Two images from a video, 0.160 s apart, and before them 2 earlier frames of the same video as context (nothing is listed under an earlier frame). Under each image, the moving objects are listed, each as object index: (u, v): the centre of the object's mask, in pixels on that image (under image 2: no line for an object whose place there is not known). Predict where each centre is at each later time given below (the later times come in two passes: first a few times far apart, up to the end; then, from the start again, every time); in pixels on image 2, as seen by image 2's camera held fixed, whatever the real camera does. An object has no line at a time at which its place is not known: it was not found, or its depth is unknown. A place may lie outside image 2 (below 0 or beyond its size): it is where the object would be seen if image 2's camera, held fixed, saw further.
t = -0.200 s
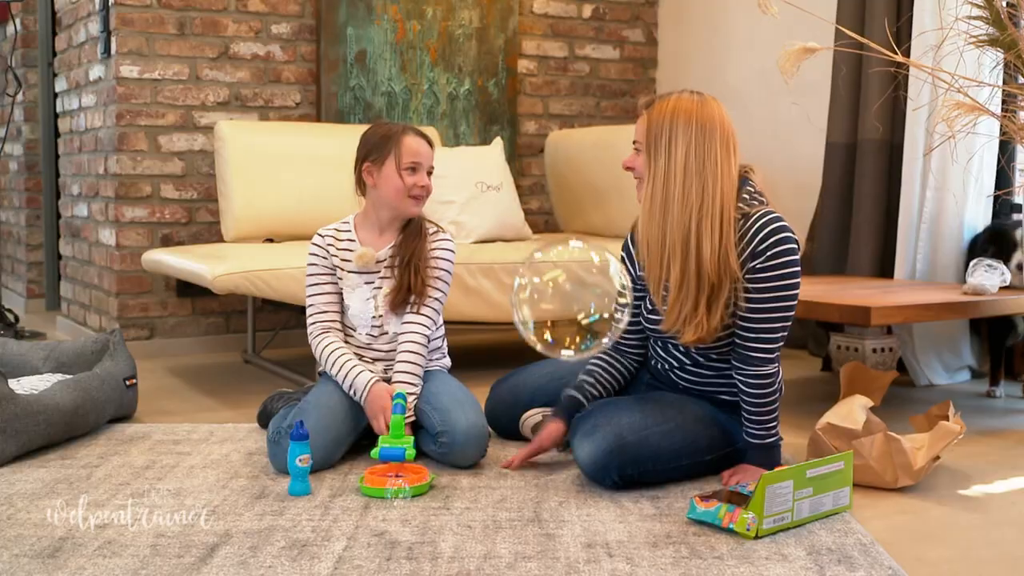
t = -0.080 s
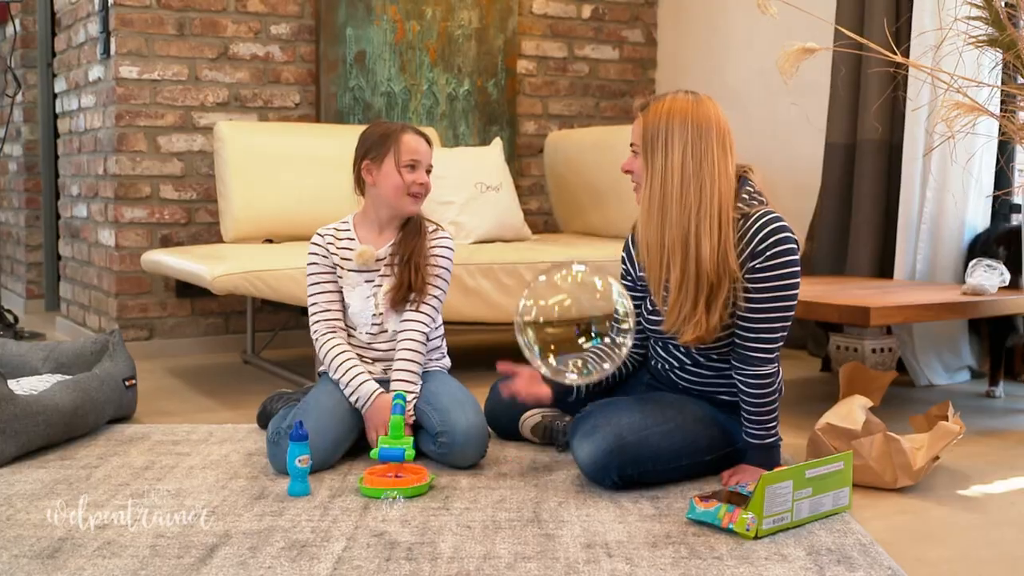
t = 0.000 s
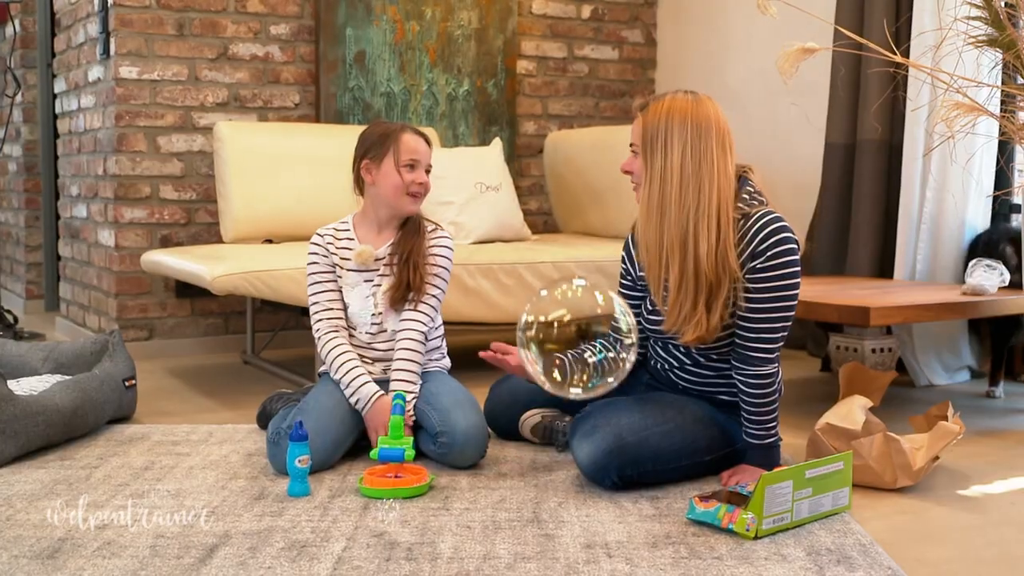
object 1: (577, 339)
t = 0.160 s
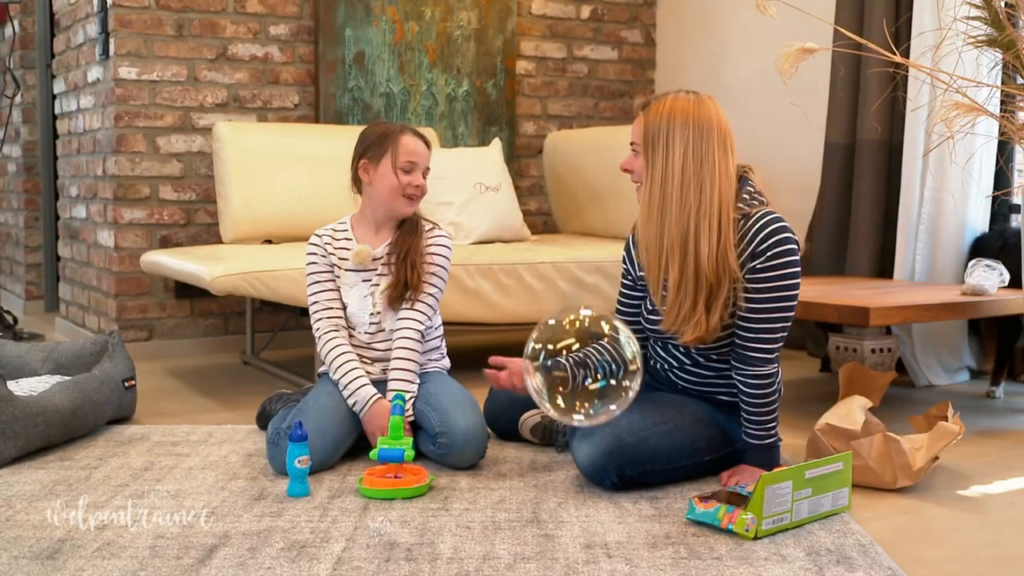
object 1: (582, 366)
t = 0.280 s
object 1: (586, 385)
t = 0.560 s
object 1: (594, 428)
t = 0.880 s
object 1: (597, 470)
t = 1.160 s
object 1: (593, 502)
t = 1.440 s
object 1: (581, 528)
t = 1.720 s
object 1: (562, 544)
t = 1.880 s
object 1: (548, 550)
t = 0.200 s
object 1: (584, 373)
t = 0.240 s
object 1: (585, 379)
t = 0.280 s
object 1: (586, 385)
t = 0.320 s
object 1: (588, 391)
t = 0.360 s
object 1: (589, 398)
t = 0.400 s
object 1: (590, 404)
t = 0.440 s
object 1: (591, 410)
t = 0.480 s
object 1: (592, 416)
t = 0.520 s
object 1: (593, 422)
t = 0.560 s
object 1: (594, 428)
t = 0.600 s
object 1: (595, 434)
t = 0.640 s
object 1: (596, 439)
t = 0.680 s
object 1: (596, 444)
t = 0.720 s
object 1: (597, 449)
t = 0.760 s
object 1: (597, 454)
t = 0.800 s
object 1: (597, 460)
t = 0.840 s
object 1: (598, 465)
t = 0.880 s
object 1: (597, 470)
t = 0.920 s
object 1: (597, 475)
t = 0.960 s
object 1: (597, 480)
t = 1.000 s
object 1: (596, 484)
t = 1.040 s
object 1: (595, 489)
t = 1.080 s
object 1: (595, 494)
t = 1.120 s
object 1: (594, 498)
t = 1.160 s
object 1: (593, 502)
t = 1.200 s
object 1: (592, 506)
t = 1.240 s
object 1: (591, 511)
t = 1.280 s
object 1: (589, 516)
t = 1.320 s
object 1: (588, 520)
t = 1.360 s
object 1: (586, 523)
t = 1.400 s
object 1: (584, 525)
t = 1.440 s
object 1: (581, 528)
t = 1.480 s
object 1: (579, 531)
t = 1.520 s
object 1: (577, 533)
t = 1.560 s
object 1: (575, 535)
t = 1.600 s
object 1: (571, 539)
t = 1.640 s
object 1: (569, 541)
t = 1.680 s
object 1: (565, 542)
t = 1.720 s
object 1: (562, 544)
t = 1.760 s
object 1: (558, 545)
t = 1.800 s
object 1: (554, 546)
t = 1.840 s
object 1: (552, 549)
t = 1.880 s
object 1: (548, 550)
